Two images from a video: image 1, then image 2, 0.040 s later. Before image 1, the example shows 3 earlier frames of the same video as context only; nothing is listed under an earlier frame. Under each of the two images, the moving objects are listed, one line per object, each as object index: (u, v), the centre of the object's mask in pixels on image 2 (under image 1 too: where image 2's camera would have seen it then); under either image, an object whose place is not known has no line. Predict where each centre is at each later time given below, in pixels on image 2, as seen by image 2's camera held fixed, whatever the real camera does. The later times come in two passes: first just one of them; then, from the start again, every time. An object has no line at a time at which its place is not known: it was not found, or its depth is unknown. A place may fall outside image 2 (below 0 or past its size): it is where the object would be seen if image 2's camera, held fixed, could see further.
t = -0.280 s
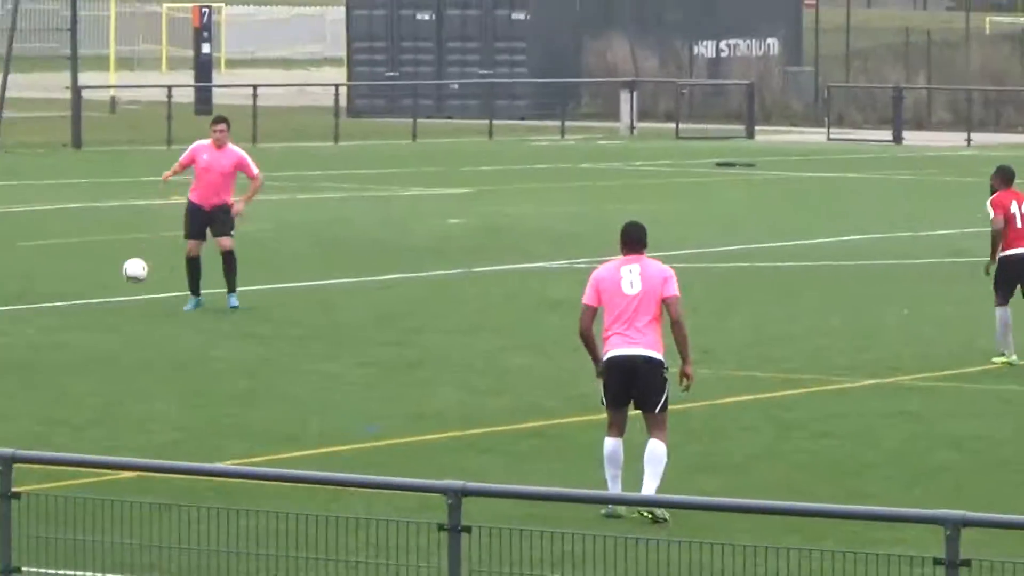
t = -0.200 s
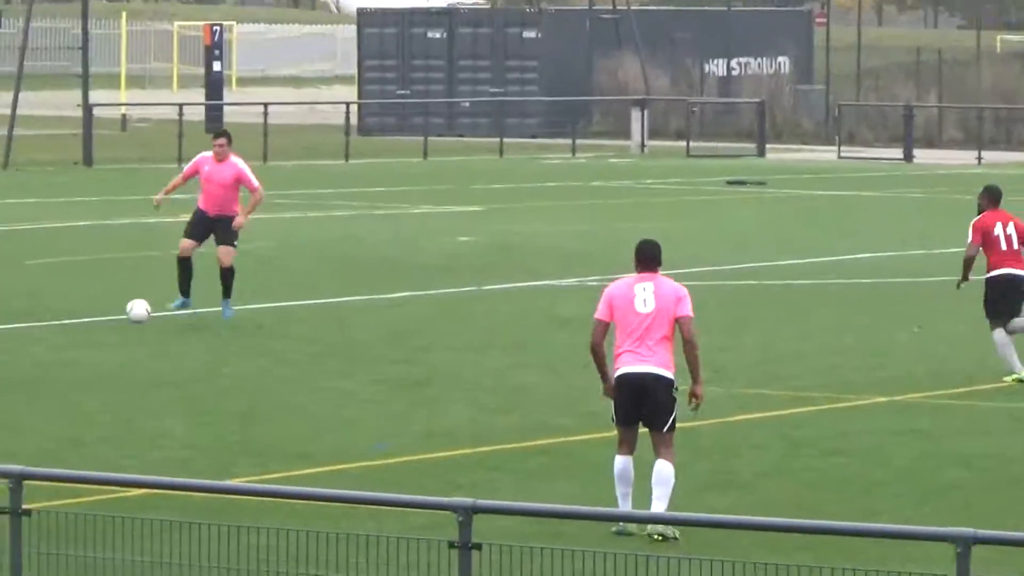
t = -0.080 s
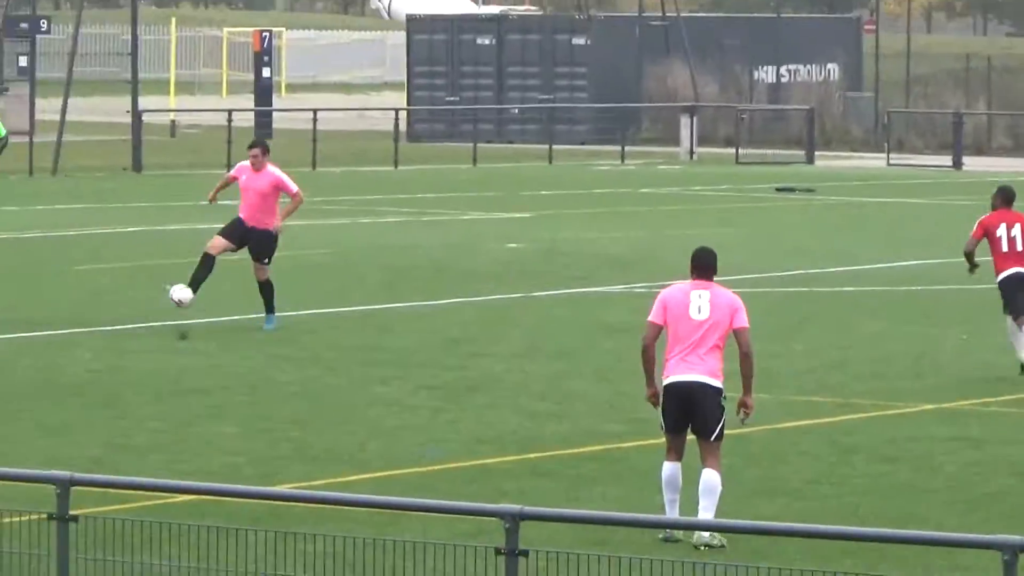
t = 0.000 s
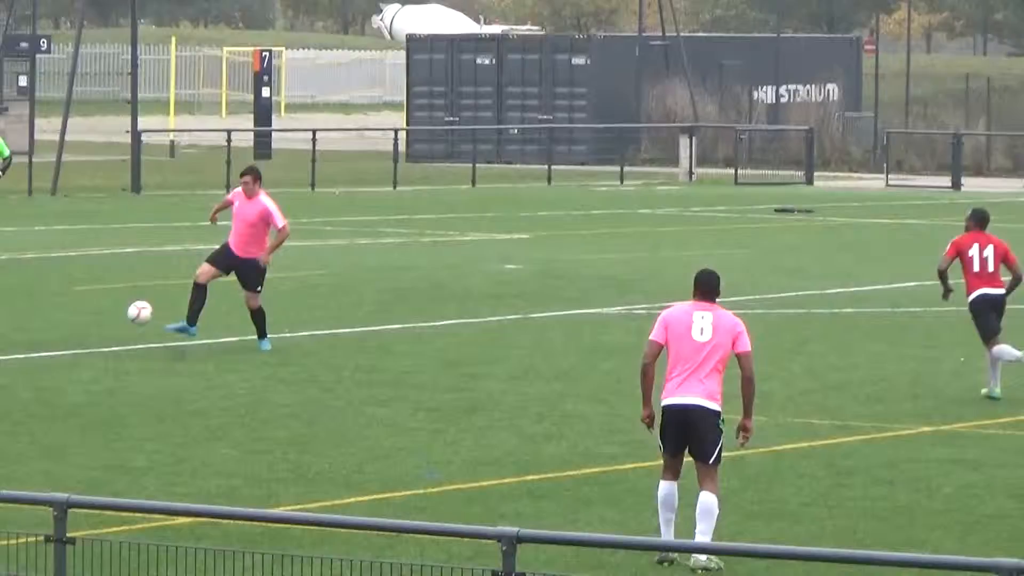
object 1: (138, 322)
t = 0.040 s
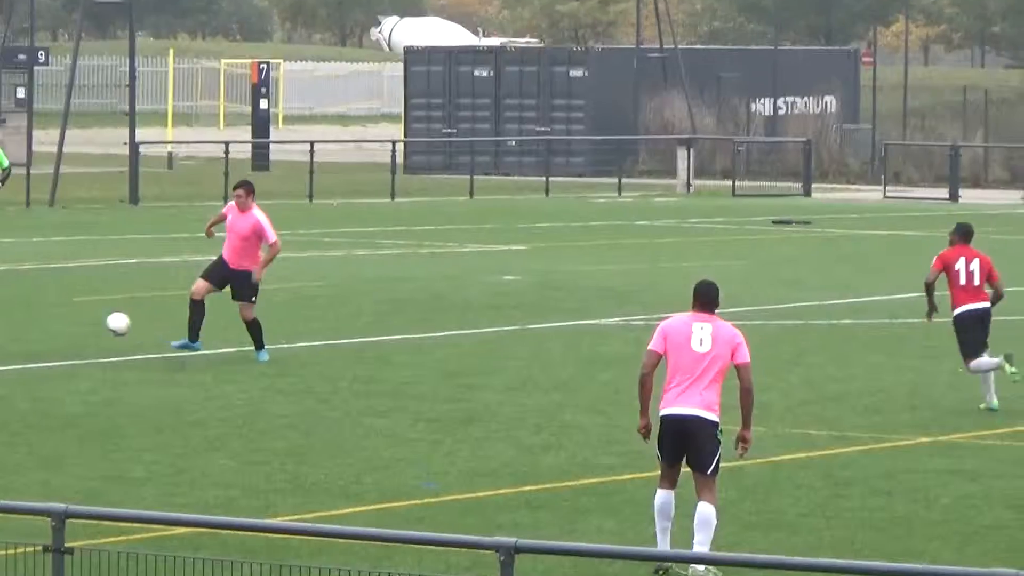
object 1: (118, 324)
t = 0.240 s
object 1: (18, 351)
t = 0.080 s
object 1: (98, 326)
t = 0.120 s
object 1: (78, 330)
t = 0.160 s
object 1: (59, 335)
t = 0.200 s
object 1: (38, 342)
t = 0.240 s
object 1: (18, 351)
